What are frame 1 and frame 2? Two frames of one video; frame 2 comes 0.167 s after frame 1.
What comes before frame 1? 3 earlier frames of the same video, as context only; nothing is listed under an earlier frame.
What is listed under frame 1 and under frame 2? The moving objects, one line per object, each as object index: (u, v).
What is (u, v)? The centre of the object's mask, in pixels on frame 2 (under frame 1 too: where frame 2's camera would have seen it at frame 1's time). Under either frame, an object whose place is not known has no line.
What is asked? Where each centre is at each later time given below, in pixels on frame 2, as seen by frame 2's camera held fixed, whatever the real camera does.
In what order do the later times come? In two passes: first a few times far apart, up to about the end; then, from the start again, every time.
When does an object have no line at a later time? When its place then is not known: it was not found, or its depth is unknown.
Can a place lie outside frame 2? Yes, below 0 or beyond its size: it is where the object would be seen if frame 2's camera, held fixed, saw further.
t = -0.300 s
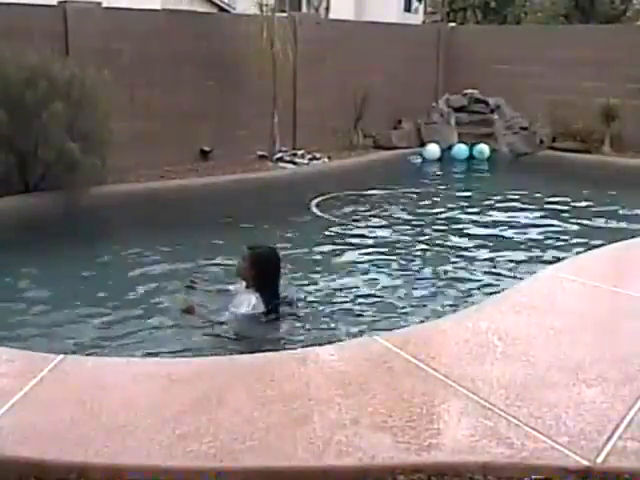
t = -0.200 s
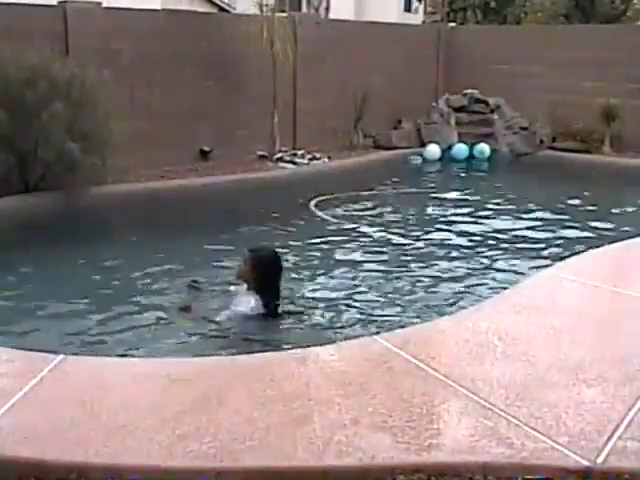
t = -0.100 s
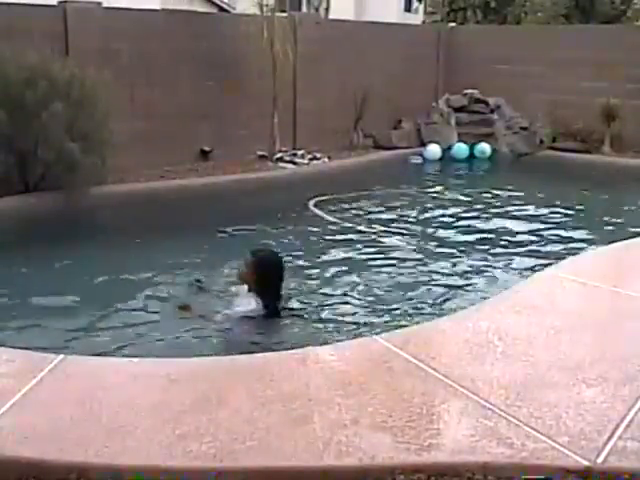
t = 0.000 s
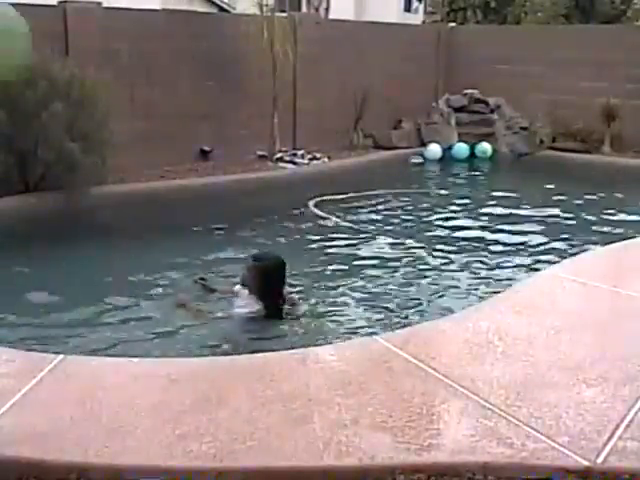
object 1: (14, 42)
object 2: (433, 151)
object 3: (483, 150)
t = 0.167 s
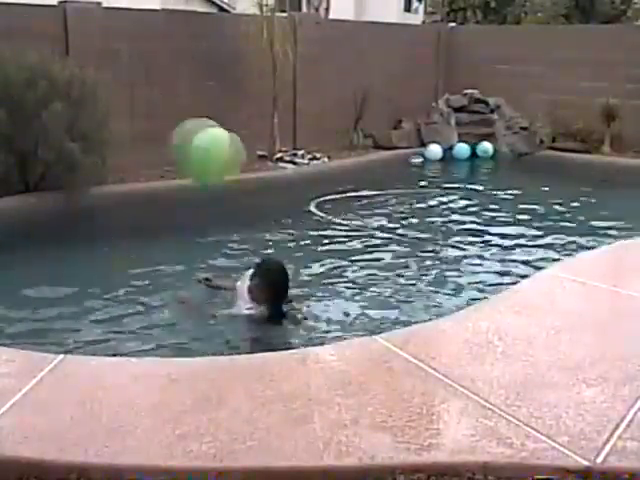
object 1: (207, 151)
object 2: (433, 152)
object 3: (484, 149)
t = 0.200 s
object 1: (238, 170)
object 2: (433, 152)
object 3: (484, 149)
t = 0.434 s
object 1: (381, 136)
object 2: (434, 152)
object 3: (486, 150)
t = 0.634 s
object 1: (452, 94)
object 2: (433, 152)
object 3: (487, 151)
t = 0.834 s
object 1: (501, 87)
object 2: (434, 151)
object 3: (487, 151)
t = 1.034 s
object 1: (537, 106)
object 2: (435, 151)
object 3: (487, 150)
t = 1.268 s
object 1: (552, 114)
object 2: (435, 151)
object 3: (488, 150)
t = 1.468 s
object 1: (530, 68)
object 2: (436, 153)
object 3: (490, 150)
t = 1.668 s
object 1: (507, 47)
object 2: (436, 152)
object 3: (490, 151)
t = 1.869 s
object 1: (483, 50)
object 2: (436, 152)
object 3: (491, 152)
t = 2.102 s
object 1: (457, 89)
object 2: (436, 152)
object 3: (491, 151)
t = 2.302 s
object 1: (439, 131)
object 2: (436, 155)
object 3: (492, 151)
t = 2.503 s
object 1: (432, 129)
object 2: (434, 154)
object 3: (493, 149)
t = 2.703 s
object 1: (421, 134)
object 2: (435, 154)
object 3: (493, 150)
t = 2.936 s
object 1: (405, 149)
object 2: (442, 155)
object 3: (494, 151)
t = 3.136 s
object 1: (400, 149)
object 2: (448, 158)
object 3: (494, 152)
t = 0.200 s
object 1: (238, 170)
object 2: (433, 152)
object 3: (484, 149)
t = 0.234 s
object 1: (268, 185)
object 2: (433, 152)
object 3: (485, 149)
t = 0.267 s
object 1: (292, 199)
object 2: (433, 152)
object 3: (485, 150)
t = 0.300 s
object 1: (315, 191)
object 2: (433, 152)
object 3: (485, 149)
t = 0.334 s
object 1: (333, 174)
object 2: (433, 152)
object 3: (485, 149)
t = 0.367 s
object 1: (351, 162)
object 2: (434, 152)
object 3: (485, 150)
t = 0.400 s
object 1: (365, 147)
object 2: (433, 152)
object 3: (486, 150)
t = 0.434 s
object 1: (381, 136)
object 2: (434, 152)
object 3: (486, 150)
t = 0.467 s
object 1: (395, 127)
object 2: (433, 152)
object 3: (486, 150)
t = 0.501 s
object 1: (407, 121)
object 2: (434, 152)
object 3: (486, 150)
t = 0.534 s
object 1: (418, 113)
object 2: (434, 152)
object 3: (486, 150)
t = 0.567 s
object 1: (431, 105)
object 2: (434, 152)
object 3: (486, 150)
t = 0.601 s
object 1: (441, 99)
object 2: (433, 152)
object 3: (486, 151)
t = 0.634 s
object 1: (452, 94)
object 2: (433, 152)
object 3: (487, 151)
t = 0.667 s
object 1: (461, 91)
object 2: (434, 151)
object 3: (486, 151)
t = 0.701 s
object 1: (470, 88)
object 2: (434, 151)
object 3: (487, 151)
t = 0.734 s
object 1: (479, 87)
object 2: (434, 151)
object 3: (486, 151)
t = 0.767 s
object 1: (487, 86)
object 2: (434, 151)
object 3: (486, 151)
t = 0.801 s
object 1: (494, 86)
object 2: (434, 151)
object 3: (486, 151)
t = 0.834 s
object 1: (501, 87)
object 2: (434, 151)
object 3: (487, 151)
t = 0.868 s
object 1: (508, 88)
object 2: (434, 150)
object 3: (487, 151)
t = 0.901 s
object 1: (514, 90)
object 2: (434, 150)
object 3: (486, 150)
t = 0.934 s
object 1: (520, 92)
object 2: (434, 151)
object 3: (487, 150)
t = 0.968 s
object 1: (526, 96)
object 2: (434, 151)
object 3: (487, 150)
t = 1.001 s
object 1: (532, 100)
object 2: (434, 151)
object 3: (487, 150)
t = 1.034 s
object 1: (537, 106)
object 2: (435, 151)
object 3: (487, 150)
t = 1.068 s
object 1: (542, 111)
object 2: (435, 151)
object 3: (487, 150)
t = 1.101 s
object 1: (547, 116)
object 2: (435, 151)
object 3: (487, 149)
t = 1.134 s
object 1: (552, 123)
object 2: (435, 151)
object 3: (488, 149)
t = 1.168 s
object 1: (556, 130)
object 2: (435, 151)
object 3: (488, 149)
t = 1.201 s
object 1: (558, 133)
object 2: (435, 151)
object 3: (488, 149)
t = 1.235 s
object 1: (554, 125)
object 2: (435, 151)
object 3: (488, 150)
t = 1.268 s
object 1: (552, 114)
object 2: (435, 151)
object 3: (488, 150)
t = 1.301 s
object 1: (548, 105)
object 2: (436, 152)
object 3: (489, 149)
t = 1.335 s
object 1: (545, 96)
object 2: (436, 152)
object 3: (489, 149)
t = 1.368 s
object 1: (541, 88)
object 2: (435, 153)
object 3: (489, 150)
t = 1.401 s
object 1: (538, 81)
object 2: (436, 153)
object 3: (489, 149)
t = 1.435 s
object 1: (534, 74)
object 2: (436, 153)
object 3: (489, 150)
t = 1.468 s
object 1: (530, 68)
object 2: (436, 153)
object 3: (490, 150)
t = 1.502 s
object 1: (527, 63)
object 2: (436, 153)
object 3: (489, 150)
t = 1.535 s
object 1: (523, 58)
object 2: (436, 153)
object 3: (490, 150)
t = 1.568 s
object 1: (519, 54)
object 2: (436, 153)
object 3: (490, 151)
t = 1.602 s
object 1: (515, 51)
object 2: (436, 153)
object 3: (490, 151)
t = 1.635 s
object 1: (511, 49)
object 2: (436, 152)
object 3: (490, 151)
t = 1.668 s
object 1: (507, 47)
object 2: (436, 152)
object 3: (490, 151)
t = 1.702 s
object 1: (503, 47)
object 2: (436, 152)
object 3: (491, 152)
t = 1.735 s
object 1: (499, 46)
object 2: (436, 152)
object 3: (491, 152)
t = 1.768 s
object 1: (494, 47)
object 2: (436, 152)
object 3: (491, 152)
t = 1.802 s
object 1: (491, 46)
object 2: (436, 152)
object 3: (491, 152)
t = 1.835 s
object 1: (487, 48)
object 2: (436, 152)
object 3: (491, 152)
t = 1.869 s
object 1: (483, 50)
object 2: (436, 152)
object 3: (491, 152)
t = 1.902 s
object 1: (479, 53)
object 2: (435, 152)
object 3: (491, 152)
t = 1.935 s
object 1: (475, 58)
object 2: (435, 152)
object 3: (491, 152)
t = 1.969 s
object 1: (471, 62)
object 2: (435, 152)
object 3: (491, 151)
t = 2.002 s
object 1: (468, 69)
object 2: (436, 152)
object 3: (491, 151)
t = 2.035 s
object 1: (464, 74)
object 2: (436, 152)
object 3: (491, 151)
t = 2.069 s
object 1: (461, 80)
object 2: (436, 152)
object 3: (491, 151)
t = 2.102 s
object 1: (457, 89)
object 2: (436, 152)
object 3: (491, 151)
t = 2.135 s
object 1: (452, 96)
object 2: (436, 152)
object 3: (491, 151)
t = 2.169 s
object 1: (449, 106)
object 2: (436, 152)
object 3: (491, 151)
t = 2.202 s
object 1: (446, 114)
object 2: (437, 152)
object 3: (491, 151)
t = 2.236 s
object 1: (441, 127)
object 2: (437, 152)
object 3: (491, 151)
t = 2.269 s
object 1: (439, 131)
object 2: (437, 153)
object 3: (492, 151)
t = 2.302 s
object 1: (439, 131)
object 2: (436, 155)
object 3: (492, 151)
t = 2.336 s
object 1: (439, 131)
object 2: (435, 156)
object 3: (492, 150)
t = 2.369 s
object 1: (438, 130)
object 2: (435, 157)
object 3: (492, 150)
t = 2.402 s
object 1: (437, 129)
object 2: (435, 157)
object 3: (492, 150)
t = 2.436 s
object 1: (437, 129)
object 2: (435, 156)
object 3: (492, 149)
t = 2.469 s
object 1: (434, 129)
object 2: (434, 155)
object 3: (492, 149)
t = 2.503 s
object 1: (432, 129)
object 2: (434, 154)
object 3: (493, 149)
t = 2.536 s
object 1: (432, 130)
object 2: (434, 154)
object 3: (493, 149)
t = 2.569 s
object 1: (430, 130)
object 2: (434, 155)
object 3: (493, 149)
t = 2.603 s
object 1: (428, 130)
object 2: (434, 155)
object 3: (493, 149)
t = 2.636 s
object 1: (425, 130)
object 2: (434, 155)
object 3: (492, 149)
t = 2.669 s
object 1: (423, 132)
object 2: (435, 155)
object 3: (492, 149)
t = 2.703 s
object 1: (421, 134)
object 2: (435, 154)
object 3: (493, 150)
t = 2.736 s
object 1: (420, 136)
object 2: (436, 155)
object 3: (493, 150)
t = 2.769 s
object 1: (416, 140)
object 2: (437, 155)
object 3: (493, 150)
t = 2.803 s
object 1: (414, 143)
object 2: (438, 155)
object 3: (493, 150)
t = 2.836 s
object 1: (411, 146)
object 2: (439, 155)
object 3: (493, 150)
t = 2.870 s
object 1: (408, 148)
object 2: (440, 155)
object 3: (493, 150)
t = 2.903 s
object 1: (407, 149)
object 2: (441, 155)
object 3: (494, 150)
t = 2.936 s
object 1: (405, 149)
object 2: (442, 155)
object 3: (494, 151)
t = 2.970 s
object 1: (403, 149)
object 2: (443, 155)
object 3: (494, 151)
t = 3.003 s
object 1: (403, 149)
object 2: (444, 156)
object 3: (494, 151)
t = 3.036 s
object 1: (401, 149)
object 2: (445, 157)
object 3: (494, 151)
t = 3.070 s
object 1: (401, 149)
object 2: (446, 157)
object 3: (494, 151)
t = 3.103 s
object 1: (401, 149)
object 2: (447, 157)
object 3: (494, 152)
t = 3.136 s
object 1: (400, 149)
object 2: (448, 158)
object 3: (494, 152)
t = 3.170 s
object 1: (400, 149)
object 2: (449, 158)
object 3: (494, 152)
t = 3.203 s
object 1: (399, 149)
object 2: (449, 158)
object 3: (494, 152)
